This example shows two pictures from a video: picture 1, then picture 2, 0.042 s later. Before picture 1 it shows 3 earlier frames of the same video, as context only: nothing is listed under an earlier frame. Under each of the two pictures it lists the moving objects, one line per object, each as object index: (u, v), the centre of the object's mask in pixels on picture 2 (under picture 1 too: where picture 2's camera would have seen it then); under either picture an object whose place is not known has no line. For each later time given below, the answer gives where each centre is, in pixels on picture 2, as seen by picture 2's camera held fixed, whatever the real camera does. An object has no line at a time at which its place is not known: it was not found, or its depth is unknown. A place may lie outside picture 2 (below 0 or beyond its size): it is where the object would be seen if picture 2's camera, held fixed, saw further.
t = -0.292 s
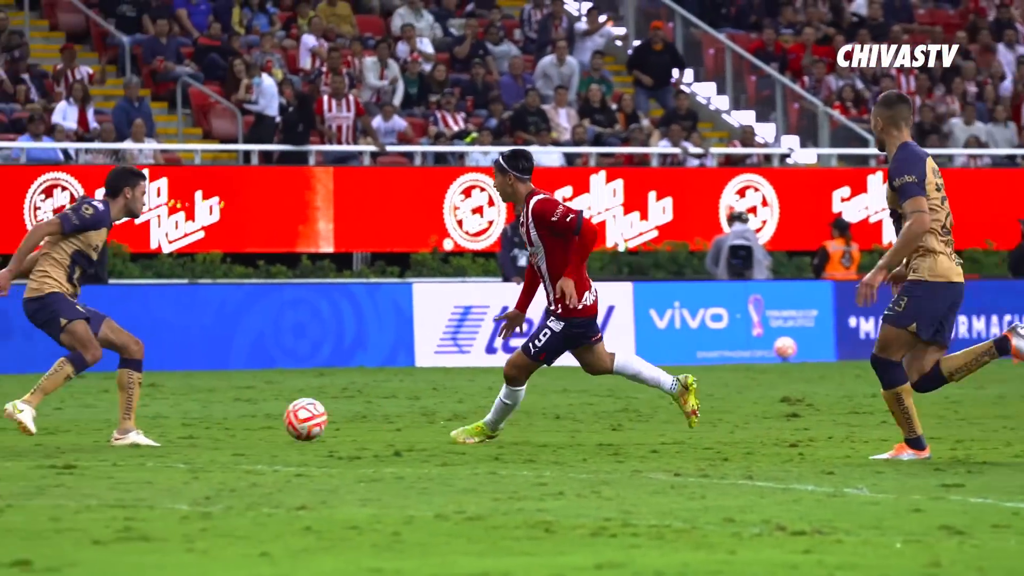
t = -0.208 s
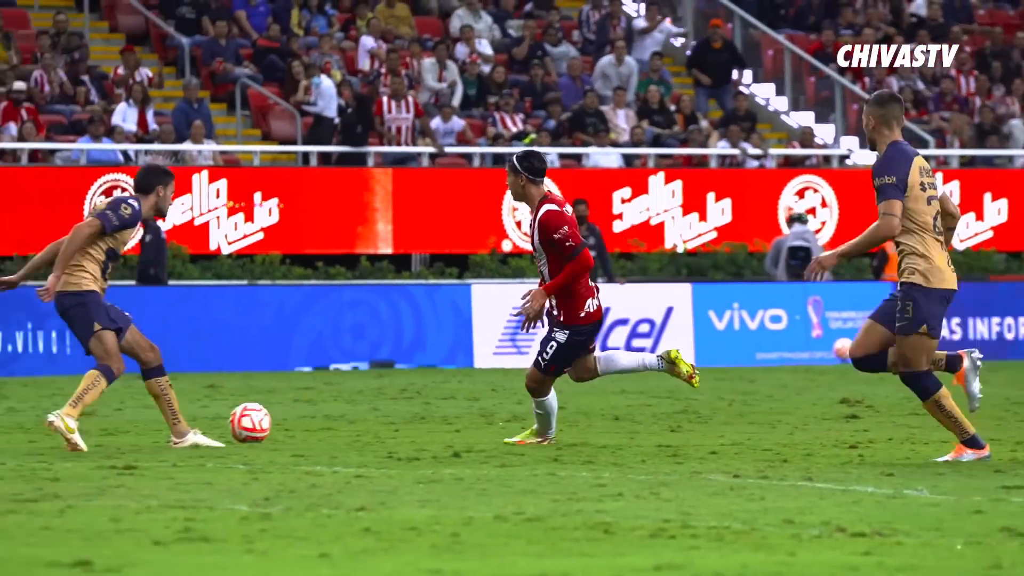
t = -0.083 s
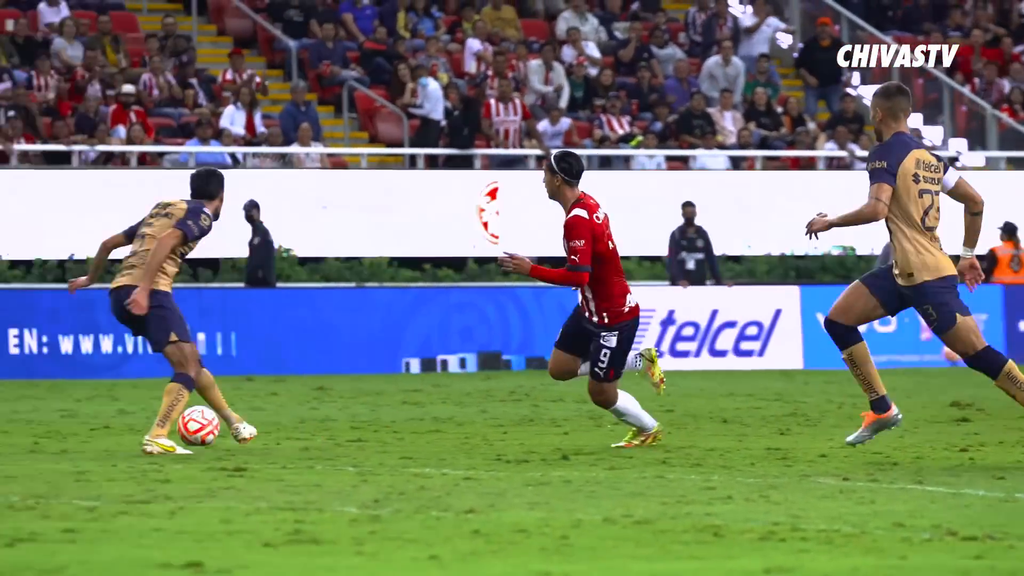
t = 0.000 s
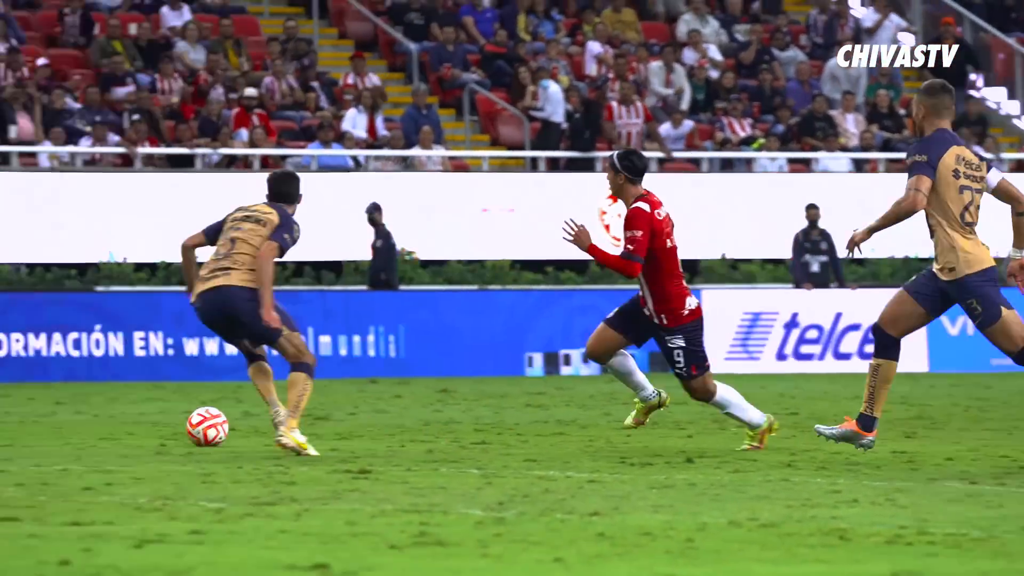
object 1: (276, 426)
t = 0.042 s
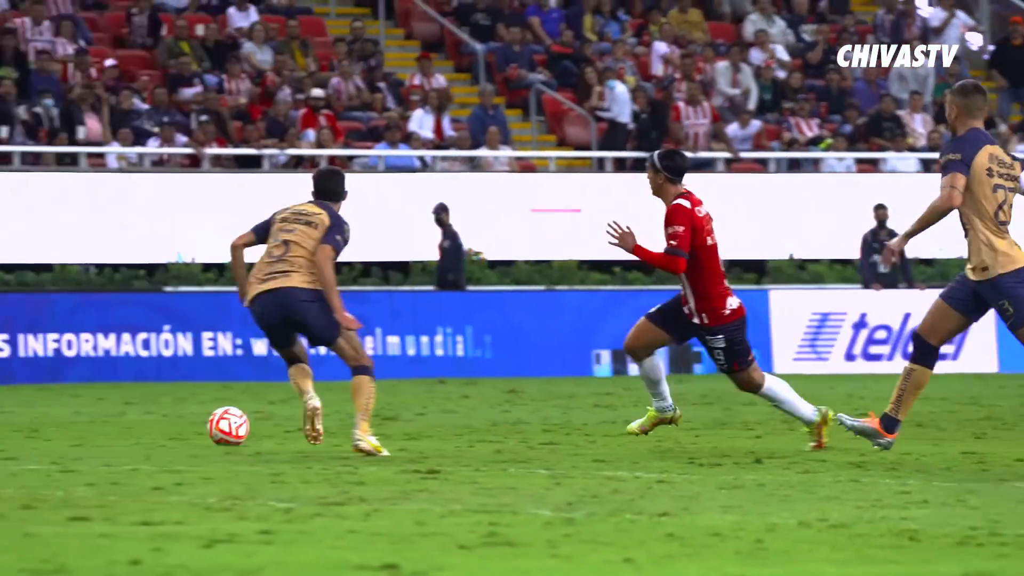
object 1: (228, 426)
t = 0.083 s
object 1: (182, 426)
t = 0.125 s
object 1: (138, 425)
